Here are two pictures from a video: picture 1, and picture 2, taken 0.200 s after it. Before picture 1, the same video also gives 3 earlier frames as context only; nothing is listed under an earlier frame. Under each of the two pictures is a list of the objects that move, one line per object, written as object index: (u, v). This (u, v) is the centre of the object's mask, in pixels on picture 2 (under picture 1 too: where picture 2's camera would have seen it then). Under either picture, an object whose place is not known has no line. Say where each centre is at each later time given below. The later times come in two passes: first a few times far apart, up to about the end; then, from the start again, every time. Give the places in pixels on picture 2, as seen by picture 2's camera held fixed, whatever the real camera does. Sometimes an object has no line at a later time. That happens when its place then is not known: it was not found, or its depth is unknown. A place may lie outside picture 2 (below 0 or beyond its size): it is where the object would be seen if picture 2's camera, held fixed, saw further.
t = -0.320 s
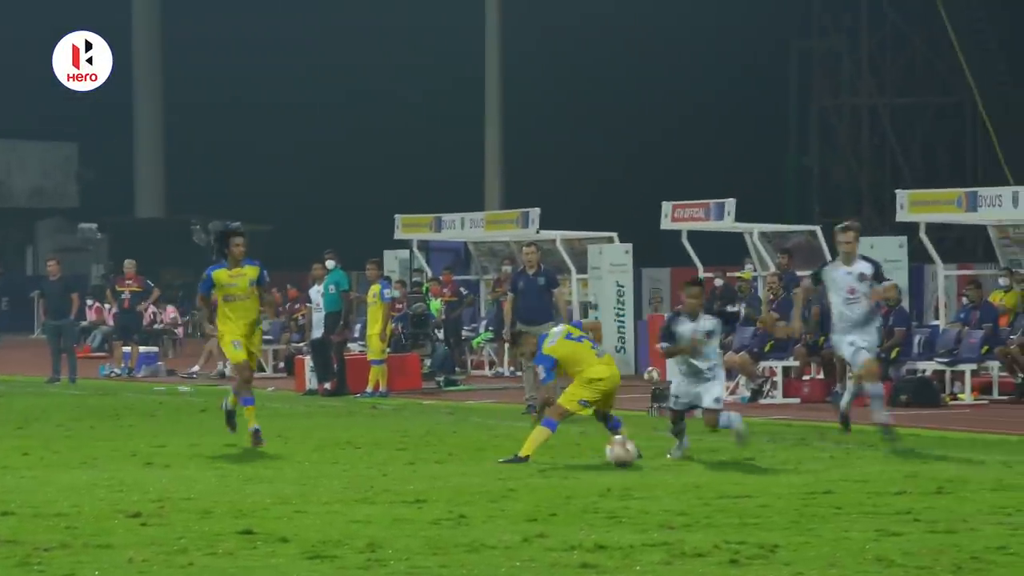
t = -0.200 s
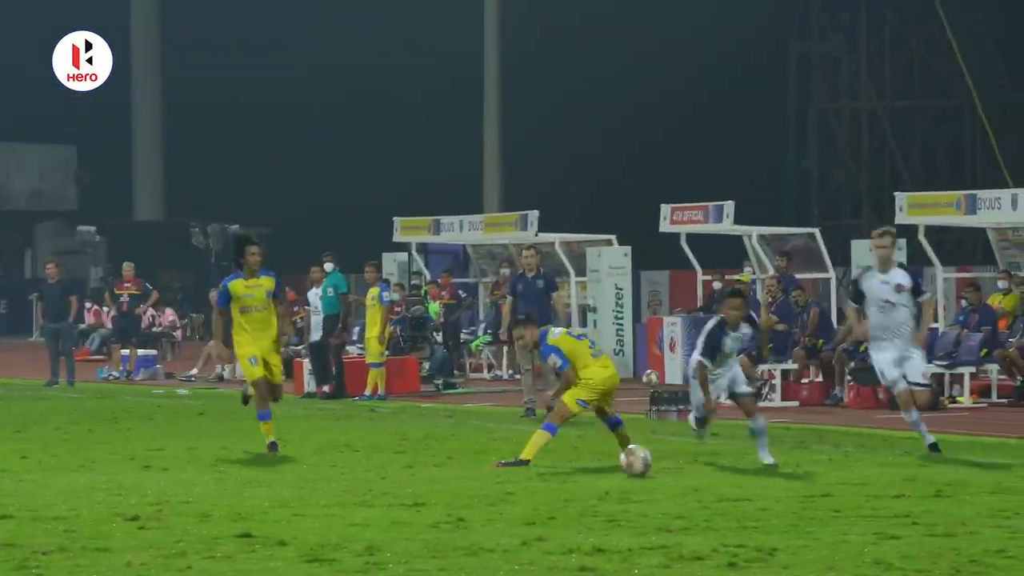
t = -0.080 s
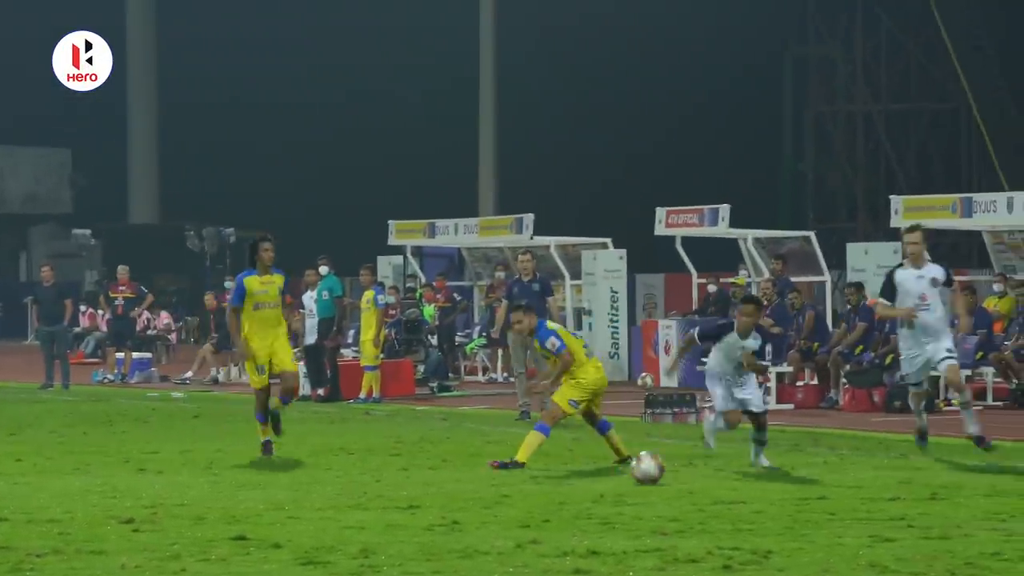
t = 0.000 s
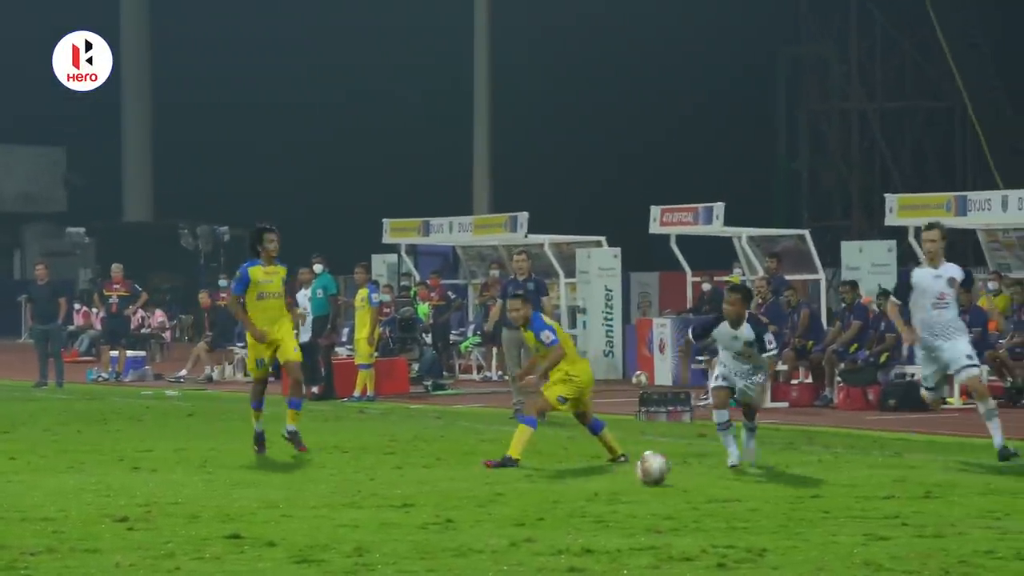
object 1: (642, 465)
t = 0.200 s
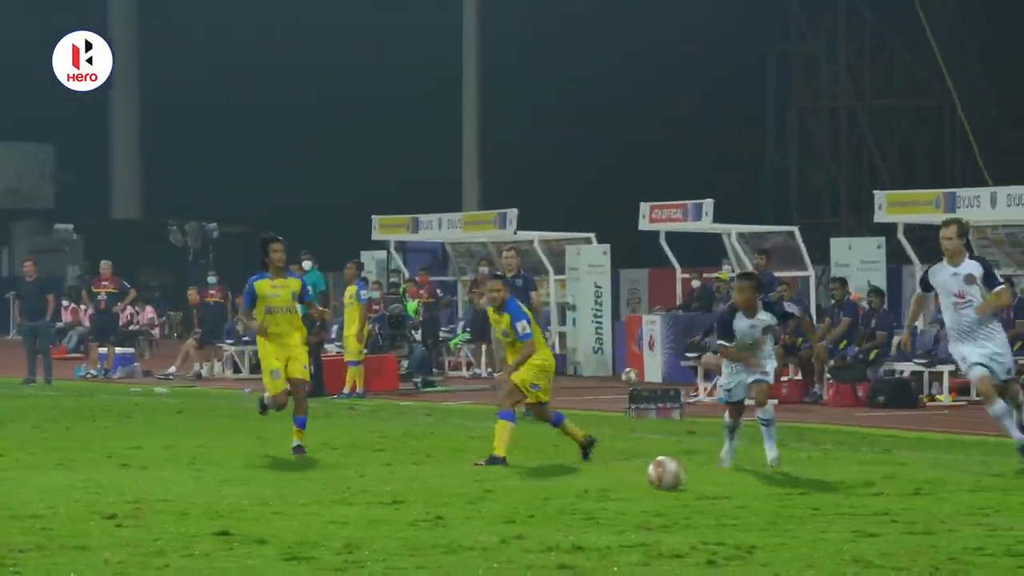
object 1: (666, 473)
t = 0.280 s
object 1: (672, 475)
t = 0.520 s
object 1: (694, 484)
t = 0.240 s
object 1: (669, 474)
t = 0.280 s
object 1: (672, 475)
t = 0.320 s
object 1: (675, 476)
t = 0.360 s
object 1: (680, 479)
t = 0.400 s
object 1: (684, 480)
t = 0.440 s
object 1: (688, 480)
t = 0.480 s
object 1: (691, 481)
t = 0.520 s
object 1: (694, 484)
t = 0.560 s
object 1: (699, 486)
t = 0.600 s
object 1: (703, 485)
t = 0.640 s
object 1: (706, 487)
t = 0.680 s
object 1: (711, 490)
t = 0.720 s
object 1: (715, 492)
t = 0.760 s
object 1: (719, 493)
